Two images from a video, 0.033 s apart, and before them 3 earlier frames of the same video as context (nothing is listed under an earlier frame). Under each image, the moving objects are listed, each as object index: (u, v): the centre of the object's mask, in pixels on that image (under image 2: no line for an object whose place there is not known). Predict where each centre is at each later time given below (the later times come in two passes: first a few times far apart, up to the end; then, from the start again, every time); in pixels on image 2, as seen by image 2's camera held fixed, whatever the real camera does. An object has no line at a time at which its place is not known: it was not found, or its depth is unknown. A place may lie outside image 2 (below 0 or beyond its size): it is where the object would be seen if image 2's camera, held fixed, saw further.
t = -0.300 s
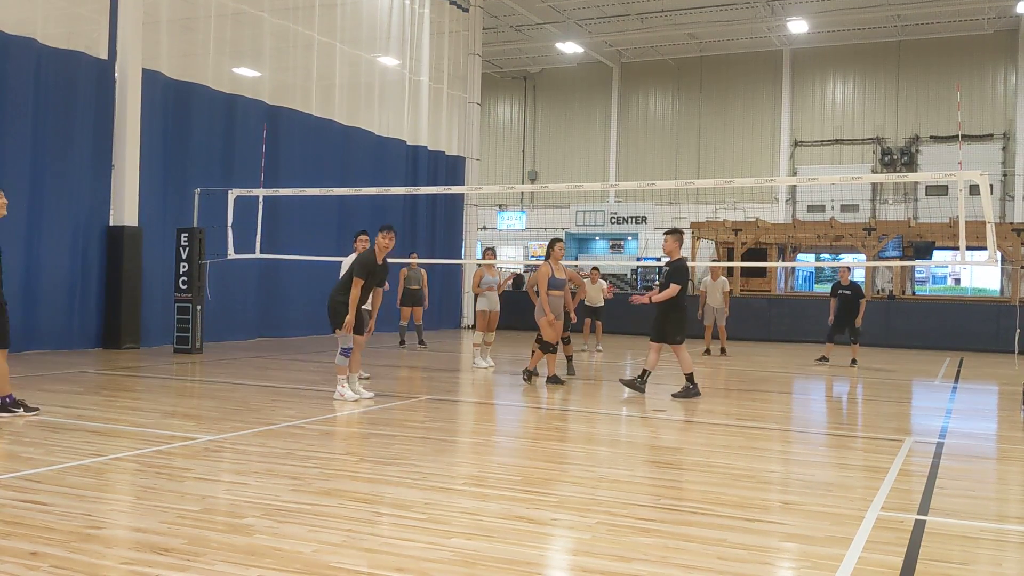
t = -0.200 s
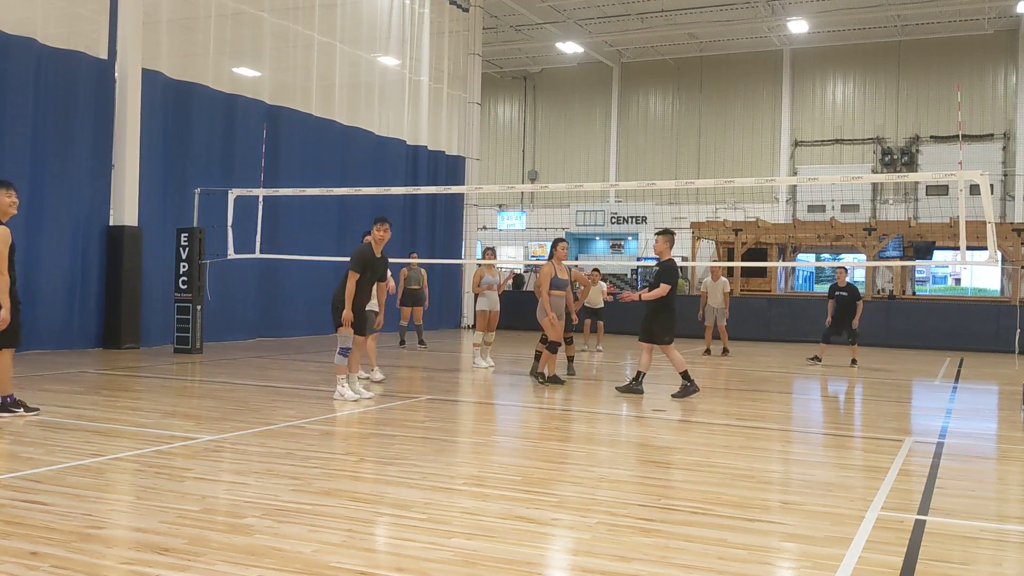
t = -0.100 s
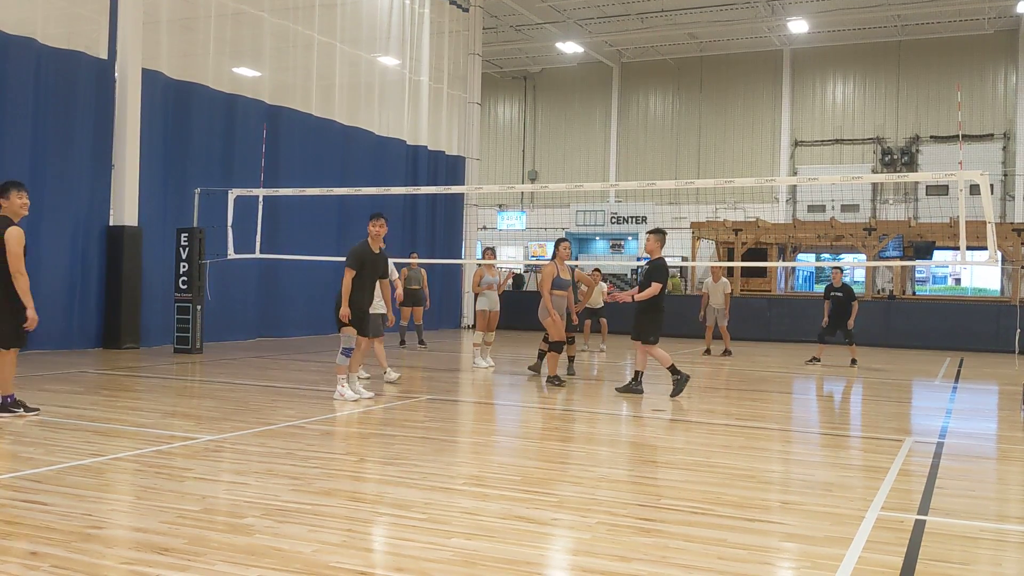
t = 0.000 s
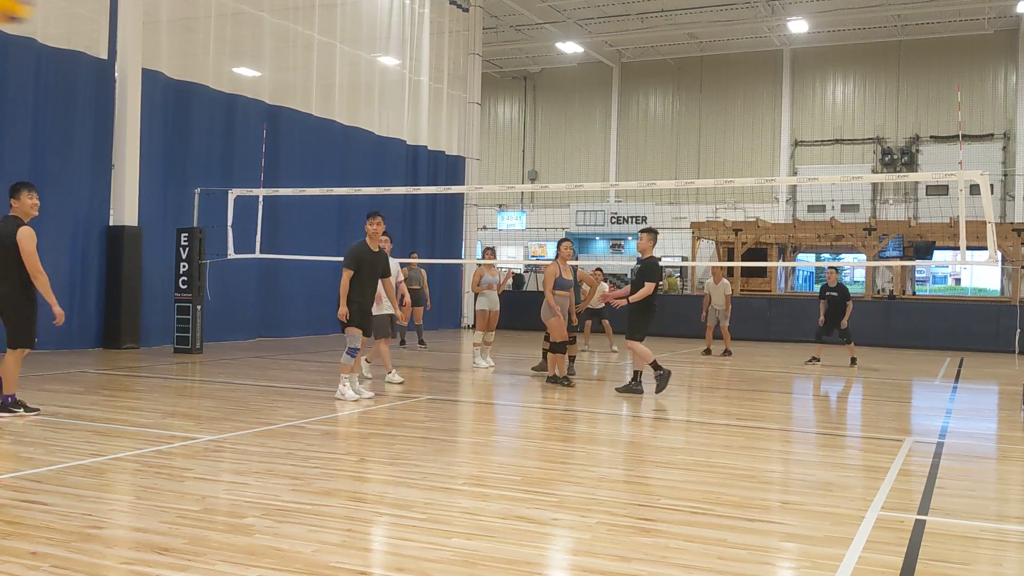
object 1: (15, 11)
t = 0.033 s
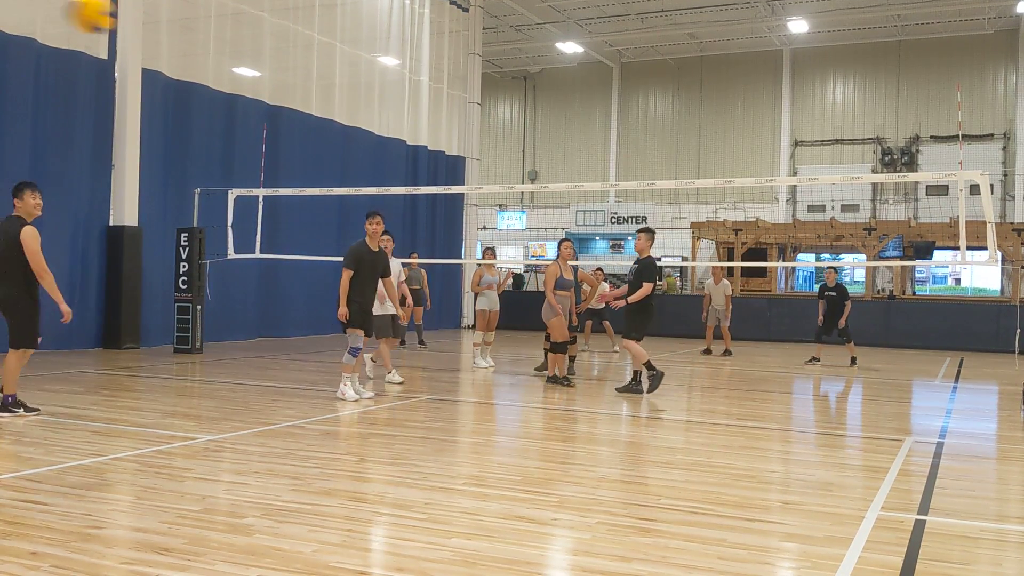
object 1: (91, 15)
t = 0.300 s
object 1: (434, 85)
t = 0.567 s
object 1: (560, 150)
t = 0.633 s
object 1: (577, 168)
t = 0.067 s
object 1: (161, 24)
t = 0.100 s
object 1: (219, 34)
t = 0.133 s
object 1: (269, 44)
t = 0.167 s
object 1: (313, 53)
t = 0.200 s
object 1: (350, 62)
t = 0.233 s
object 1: (382, 71)
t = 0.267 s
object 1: (410, 79)
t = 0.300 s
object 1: (434, 85)
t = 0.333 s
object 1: (459, 95)
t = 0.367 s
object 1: (477, 101)
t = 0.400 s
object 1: (495, 109)
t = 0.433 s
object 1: (512, 117)
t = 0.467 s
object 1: (526, 125)
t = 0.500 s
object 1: (539, 133)
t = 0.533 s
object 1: (550, 142)
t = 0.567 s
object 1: (560, 150)
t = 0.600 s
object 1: (569, 160)
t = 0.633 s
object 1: (577, 168)
